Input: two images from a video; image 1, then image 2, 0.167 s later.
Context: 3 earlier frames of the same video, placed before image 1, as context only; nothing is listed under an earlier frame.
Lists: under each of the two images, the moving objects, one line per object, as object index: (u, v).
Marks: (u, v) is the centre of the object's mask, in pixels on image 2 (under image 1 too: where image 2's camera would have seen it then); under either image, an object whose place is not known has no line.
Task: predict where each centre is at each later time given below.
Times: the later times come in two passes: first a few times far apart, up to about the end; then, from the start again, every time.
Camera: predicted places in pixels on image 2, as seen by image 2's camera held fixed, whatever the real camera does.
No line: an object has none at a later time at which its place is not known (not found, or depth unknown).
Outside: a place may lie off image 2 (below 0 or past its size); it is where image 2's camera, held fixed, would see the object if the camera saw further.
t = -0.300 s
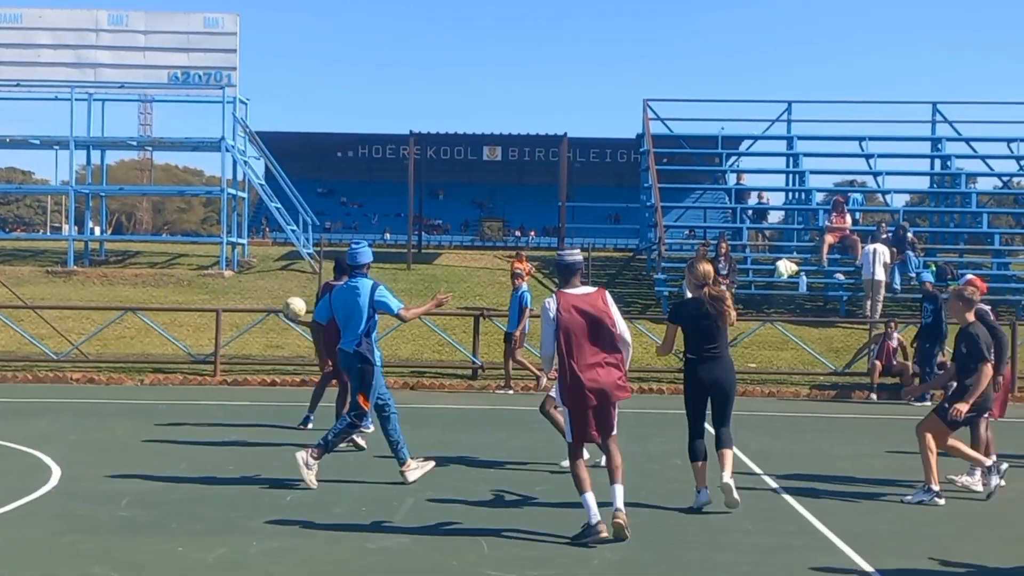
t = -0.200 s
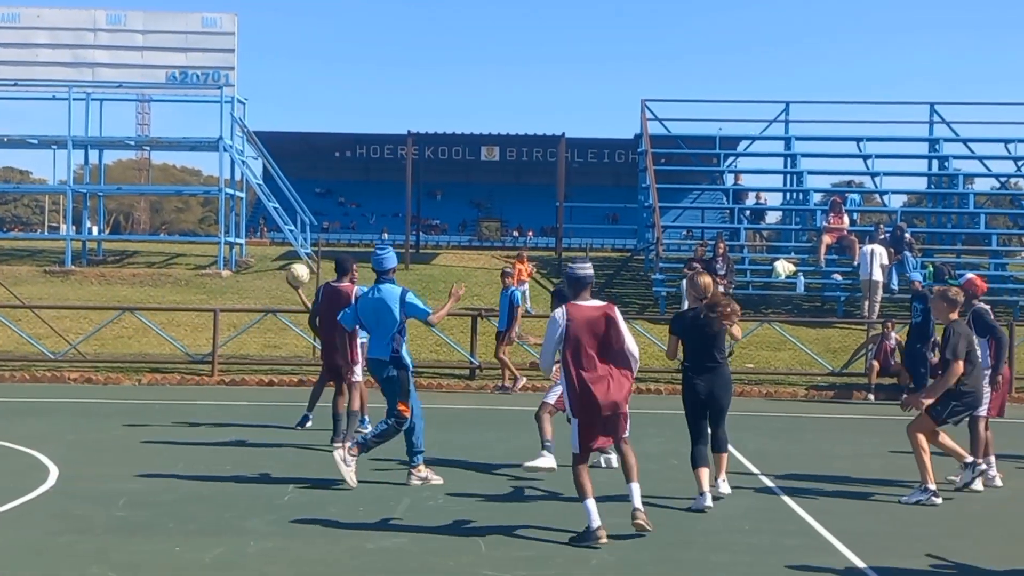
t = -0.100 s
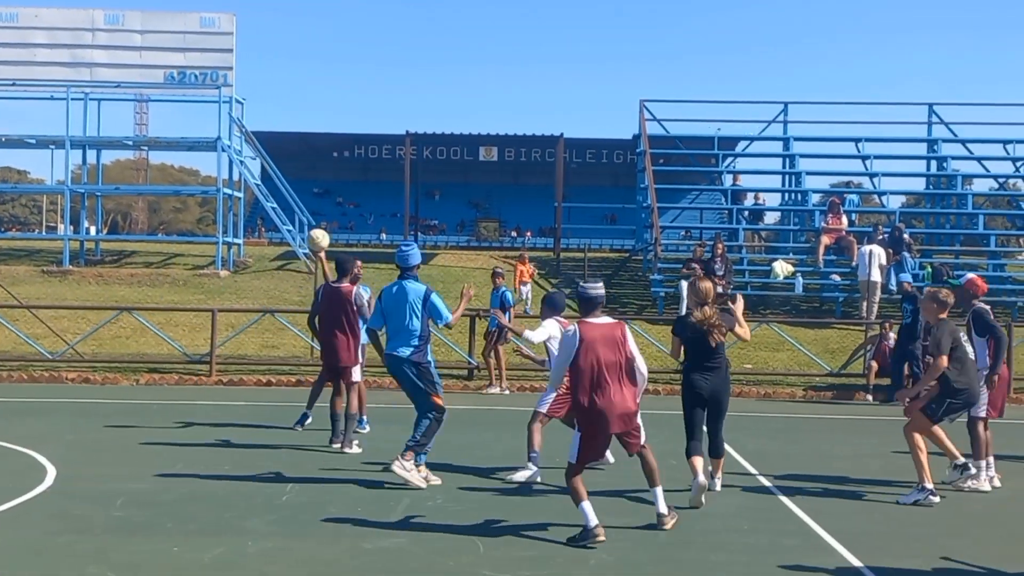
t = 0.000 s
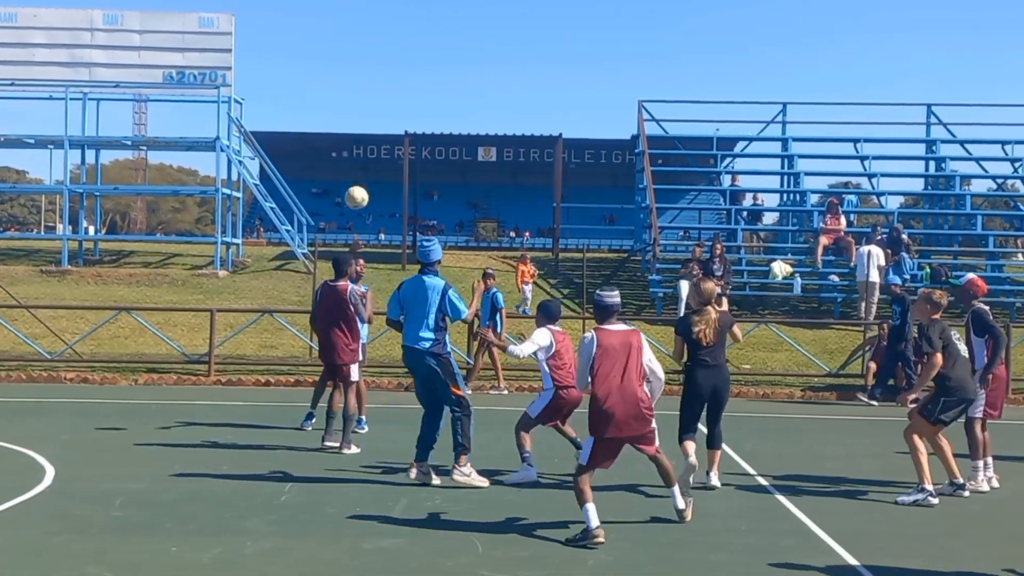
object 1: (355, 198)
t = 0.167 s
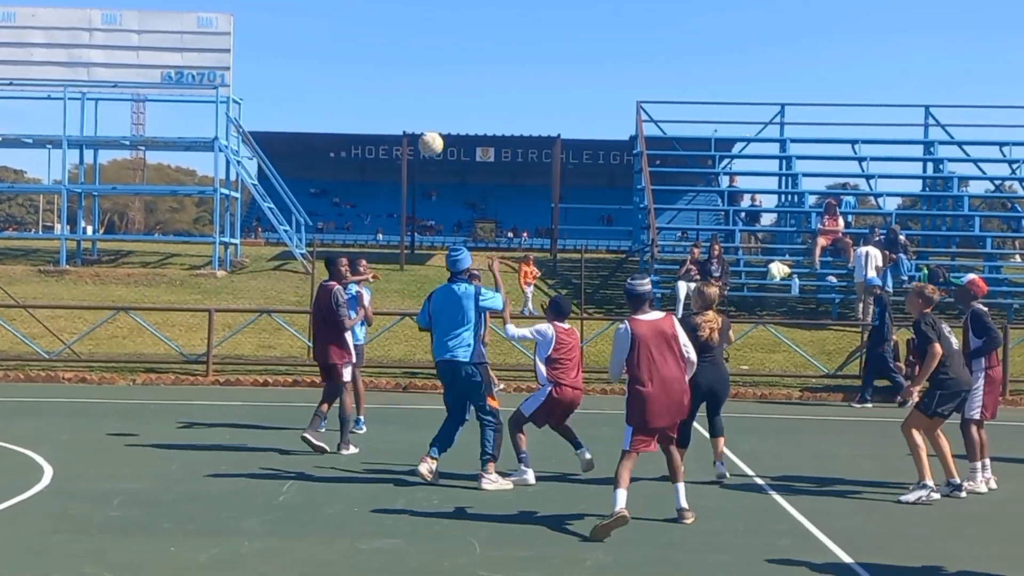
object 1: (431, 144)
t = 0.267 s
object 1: (479, 124)
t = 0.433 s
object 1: (564, 113)
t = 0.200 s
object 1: (447, 136)
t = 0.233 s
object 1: (463, 130)
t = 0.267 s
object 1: (479, 124)
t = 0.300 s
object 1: (496, 119)
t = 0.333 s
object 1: (512, 116)
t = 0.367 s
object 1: (529, 114)
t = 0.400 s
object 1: (547, 113)
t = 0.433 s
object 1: (564, 113)
